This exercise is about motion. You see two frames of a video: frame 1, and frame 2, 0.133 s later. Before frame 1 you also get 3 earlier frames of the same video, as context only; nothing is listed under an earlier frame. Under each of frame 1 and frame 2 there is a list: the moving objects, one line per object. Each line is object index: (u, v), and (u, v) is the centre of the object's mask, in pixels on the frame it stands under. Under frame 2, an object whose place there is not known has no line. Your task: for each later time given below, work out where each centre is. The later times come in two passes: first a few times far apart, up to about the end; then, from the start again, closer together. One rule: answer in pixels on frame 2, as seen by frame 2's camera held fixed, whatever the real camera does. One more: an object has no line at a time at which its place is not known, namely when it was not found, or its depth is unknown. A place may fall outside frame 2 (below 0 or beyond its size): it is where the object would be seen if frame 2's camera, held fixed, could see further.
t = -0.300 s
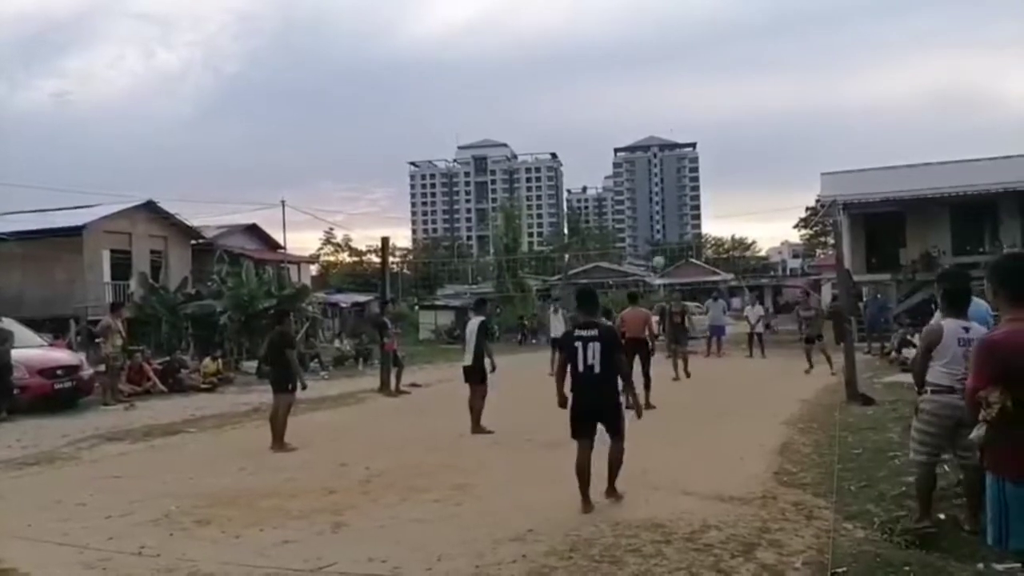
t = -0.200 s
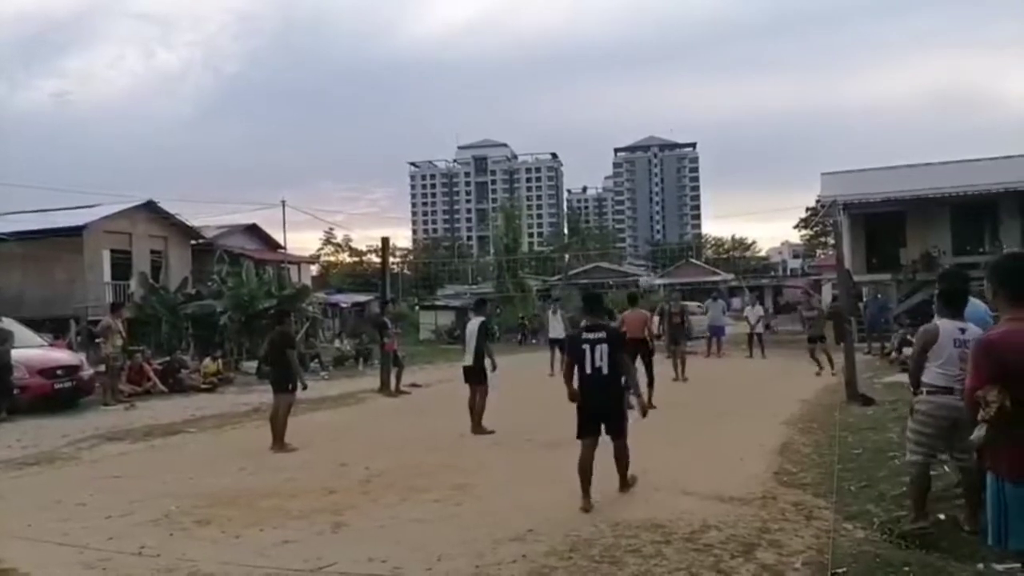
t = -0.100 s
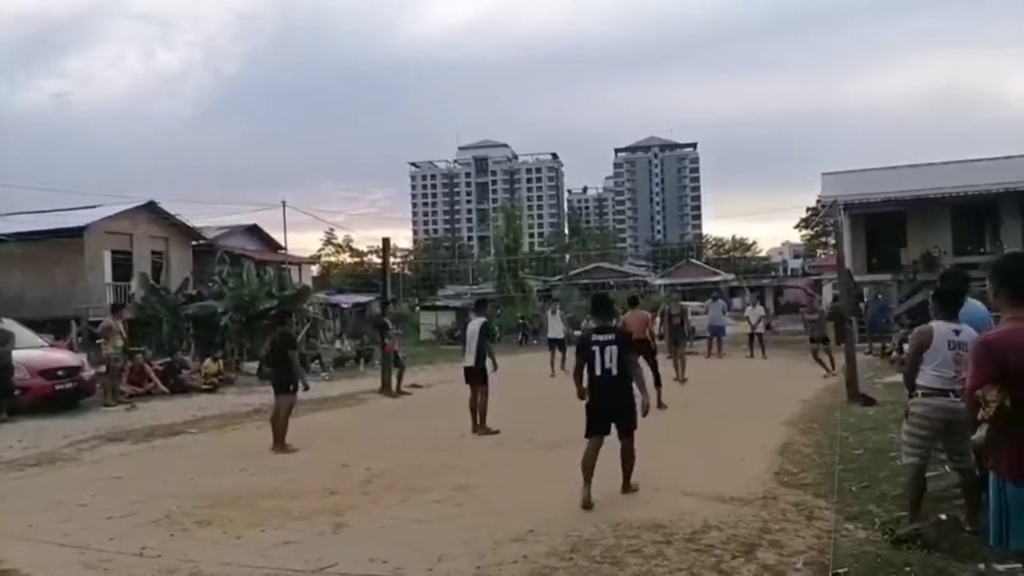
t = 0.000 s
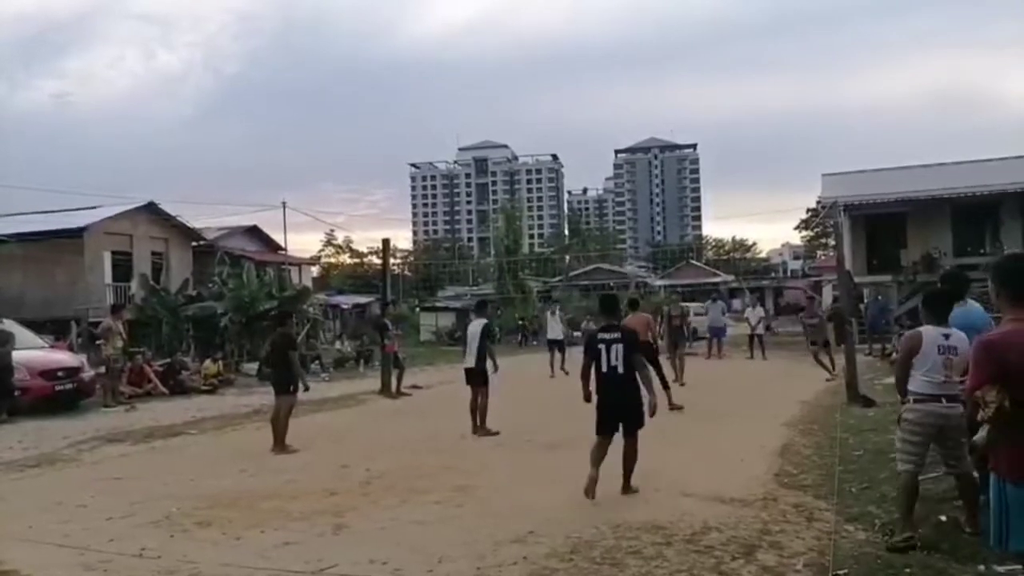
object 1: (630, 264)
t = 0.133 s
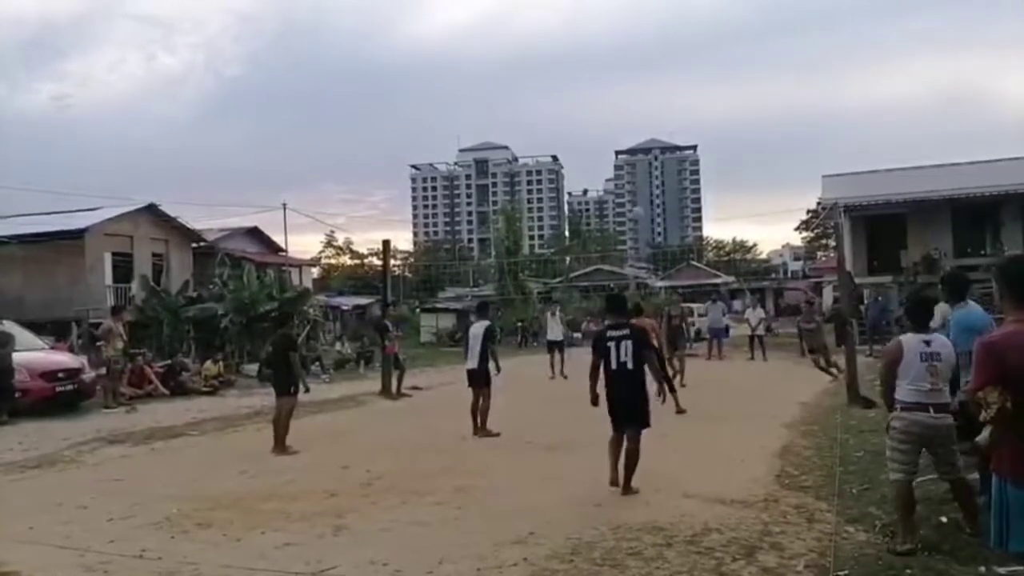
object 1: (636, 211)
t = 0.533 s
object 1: (651, 106)
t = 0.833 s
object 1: (665, 89)
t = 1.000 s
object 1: (674, 102)
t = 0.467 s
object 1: (649, 117)
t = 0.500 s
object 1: (650, 111)
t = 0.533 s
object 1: (651, 106)
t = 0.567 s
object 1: (653, 101)
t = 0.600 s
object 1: (654, 98)
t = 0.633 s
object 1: (656, 94)
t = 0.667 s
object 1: (657, 92)
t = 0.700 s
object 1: (659, 90)
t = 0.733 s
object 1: (661, 89)
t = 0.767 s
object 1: (662, 88)
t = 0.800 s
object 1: (664, 88)
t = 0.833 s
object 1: (665, 89)
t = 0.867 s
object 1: (667, 90)
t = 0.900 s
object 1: (669, 92)
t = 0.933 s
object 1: (670, 94)
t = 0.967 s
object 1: (672, 98)
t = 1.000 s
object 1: (674, 102)
